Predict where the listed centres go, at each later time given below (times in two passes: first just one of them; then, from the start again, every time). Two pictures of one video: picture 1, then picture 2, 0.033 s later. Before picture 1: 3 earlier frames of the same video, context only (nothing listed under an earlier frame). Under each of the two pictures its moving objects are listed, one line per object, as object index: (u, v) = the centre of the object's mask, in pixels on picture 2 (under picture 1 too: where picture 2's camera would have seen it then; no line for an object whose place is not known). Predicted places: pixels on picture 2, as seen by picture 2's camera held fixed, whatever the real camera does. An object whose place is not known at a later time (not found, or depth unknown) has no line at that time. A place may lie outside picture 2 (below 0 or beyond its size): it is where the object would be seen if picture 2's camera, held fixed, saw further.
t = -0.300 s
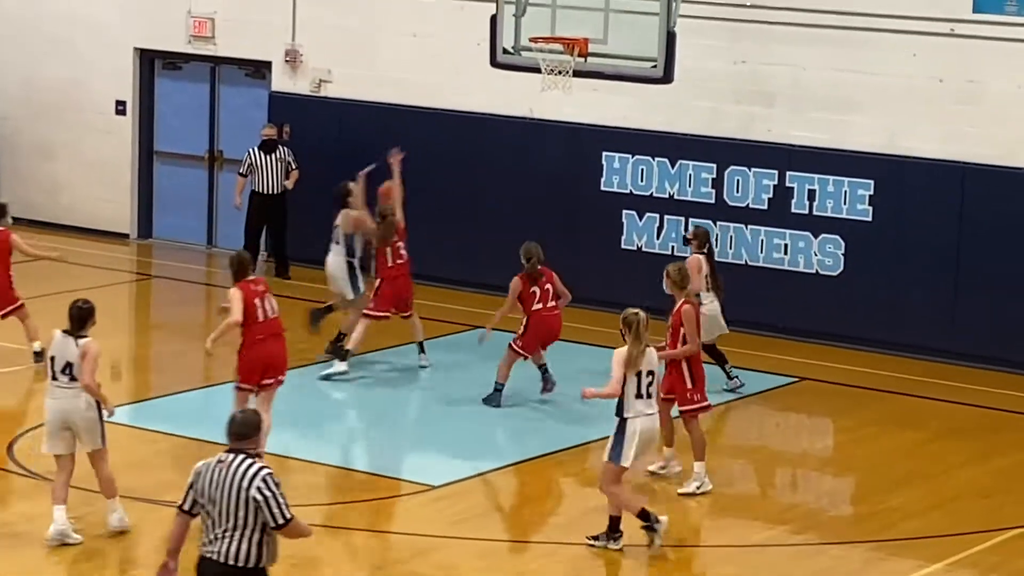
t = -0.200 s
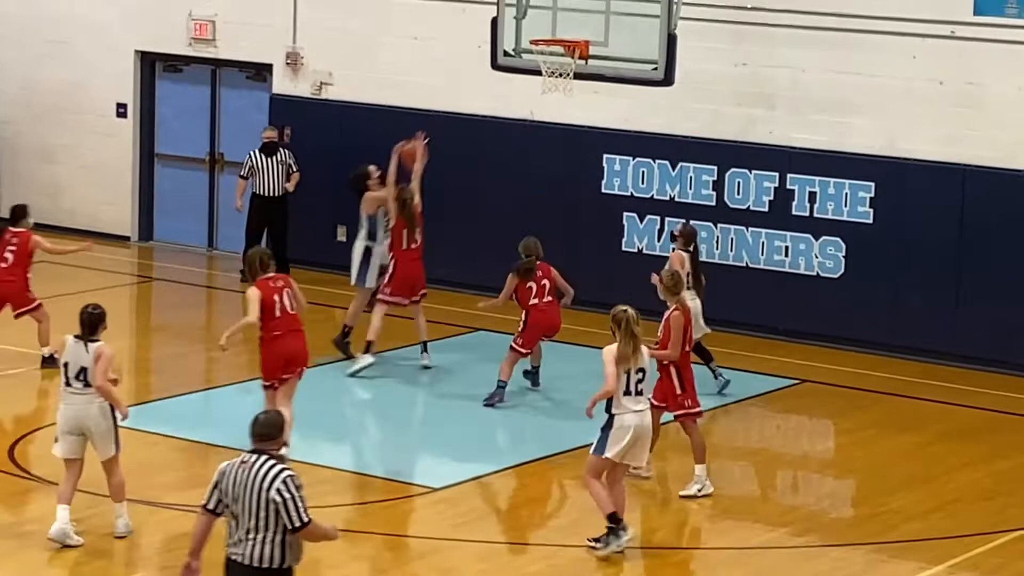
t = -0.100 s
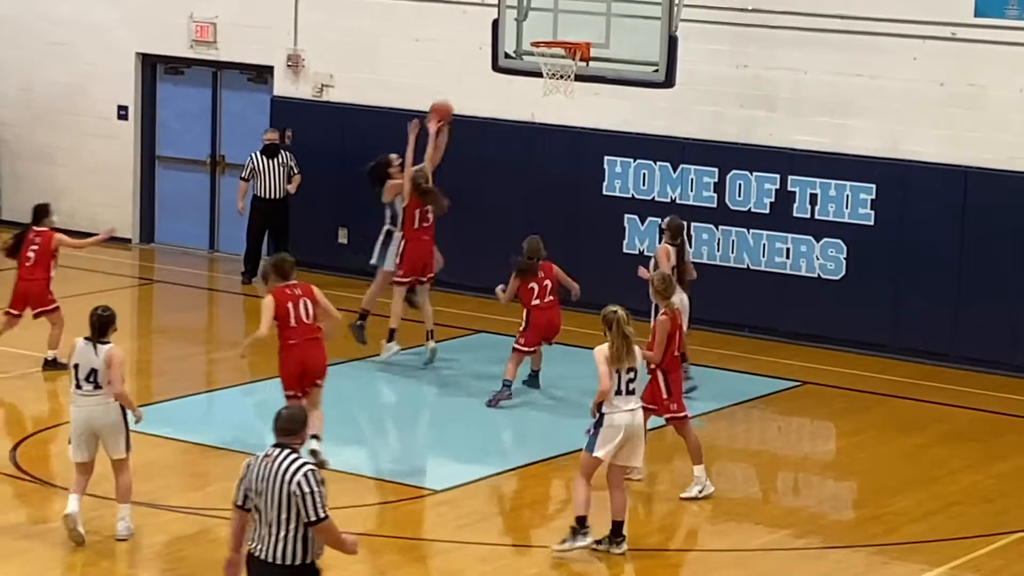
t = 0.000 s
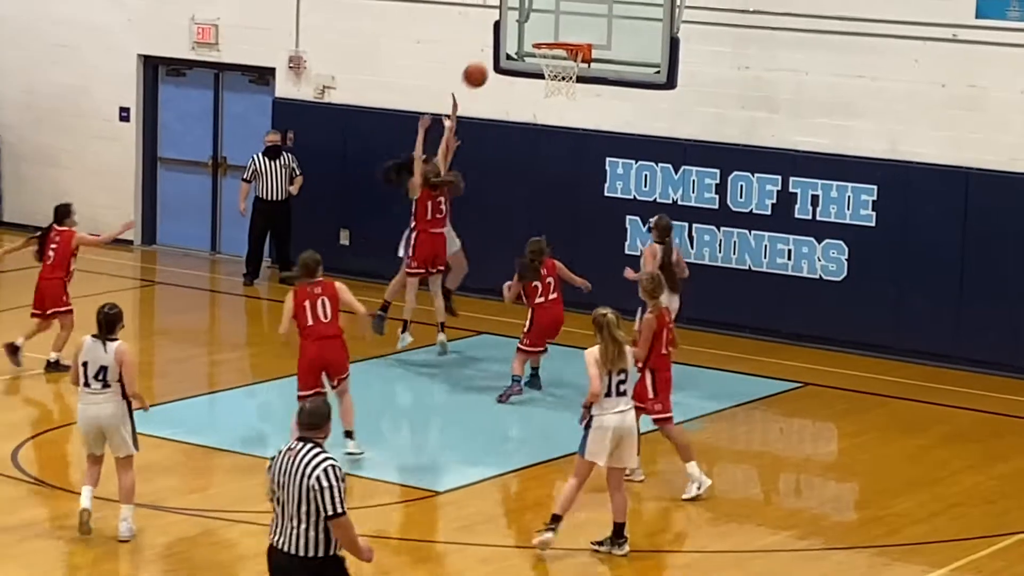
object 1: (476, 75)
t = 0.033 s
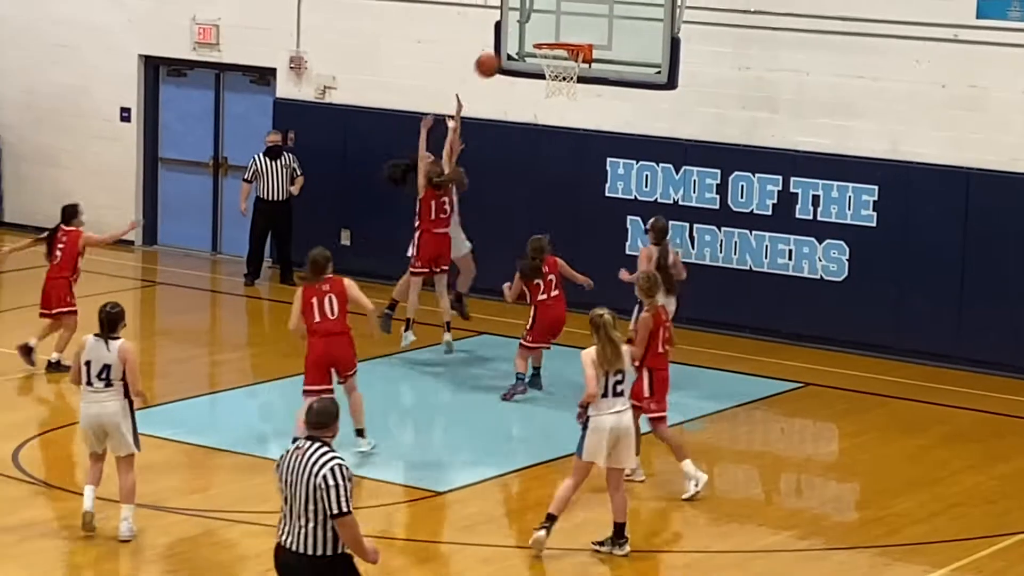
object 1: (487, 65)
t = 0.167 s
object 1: (519, 40)
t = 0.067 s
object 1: (499, 56)
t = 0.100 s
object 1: (509, 48)
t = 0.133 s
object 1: (517, 42)
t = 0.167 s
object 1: (519, 40)
